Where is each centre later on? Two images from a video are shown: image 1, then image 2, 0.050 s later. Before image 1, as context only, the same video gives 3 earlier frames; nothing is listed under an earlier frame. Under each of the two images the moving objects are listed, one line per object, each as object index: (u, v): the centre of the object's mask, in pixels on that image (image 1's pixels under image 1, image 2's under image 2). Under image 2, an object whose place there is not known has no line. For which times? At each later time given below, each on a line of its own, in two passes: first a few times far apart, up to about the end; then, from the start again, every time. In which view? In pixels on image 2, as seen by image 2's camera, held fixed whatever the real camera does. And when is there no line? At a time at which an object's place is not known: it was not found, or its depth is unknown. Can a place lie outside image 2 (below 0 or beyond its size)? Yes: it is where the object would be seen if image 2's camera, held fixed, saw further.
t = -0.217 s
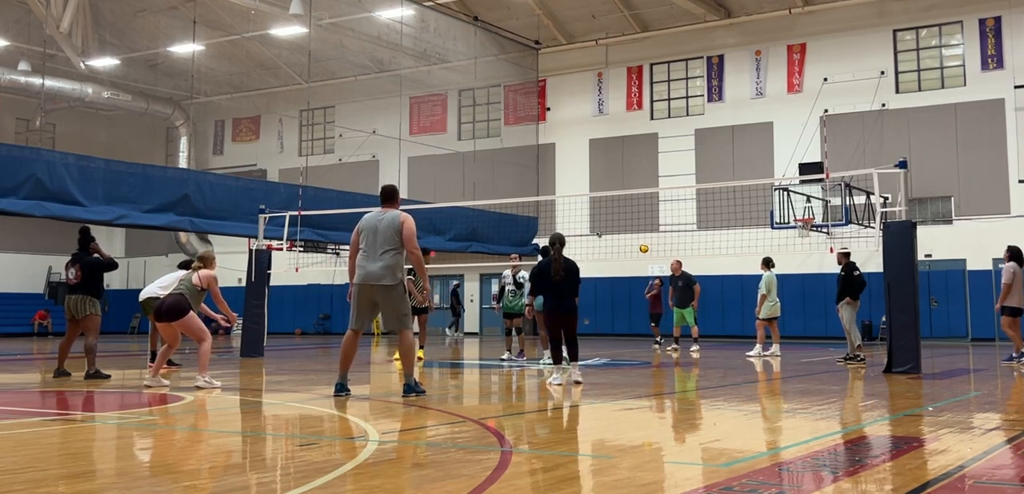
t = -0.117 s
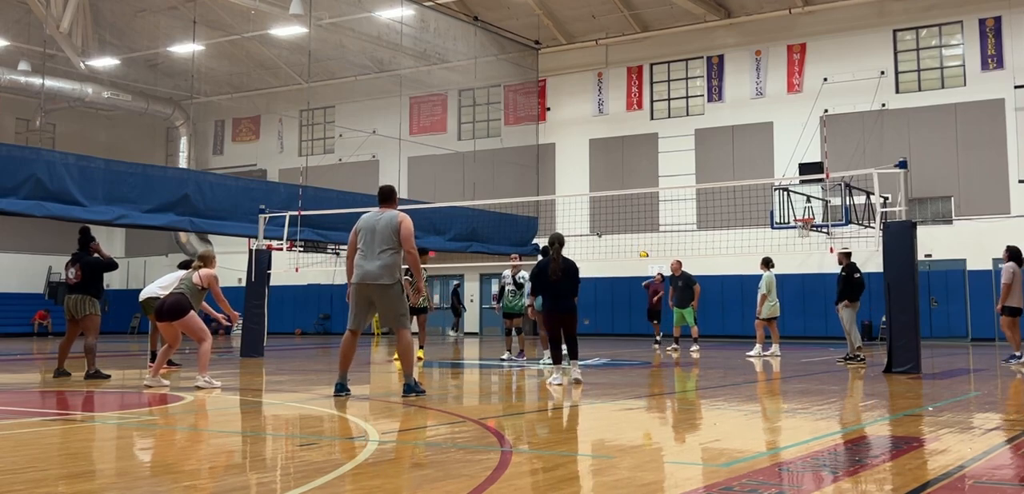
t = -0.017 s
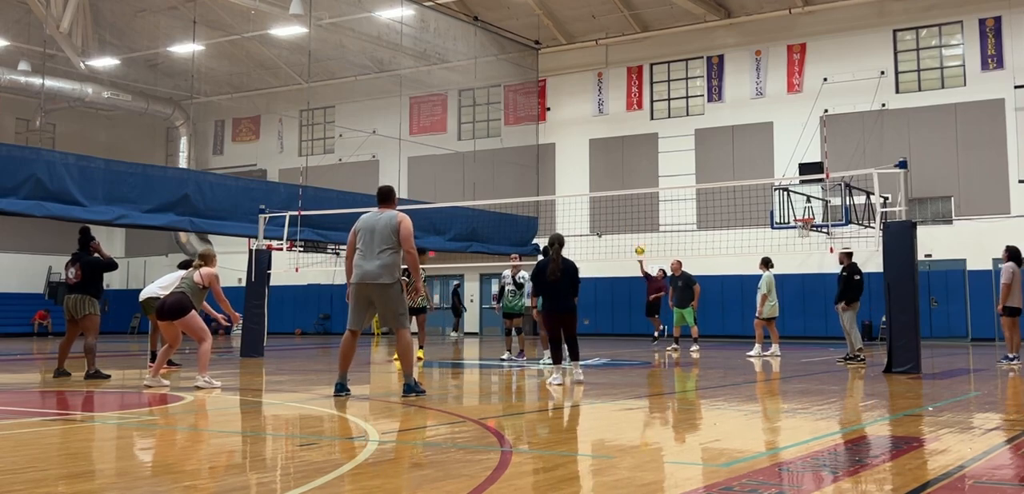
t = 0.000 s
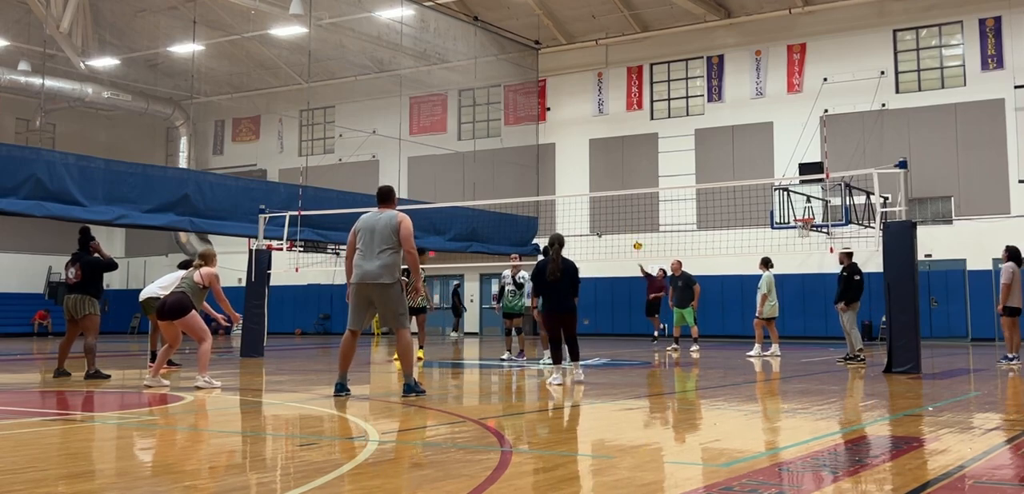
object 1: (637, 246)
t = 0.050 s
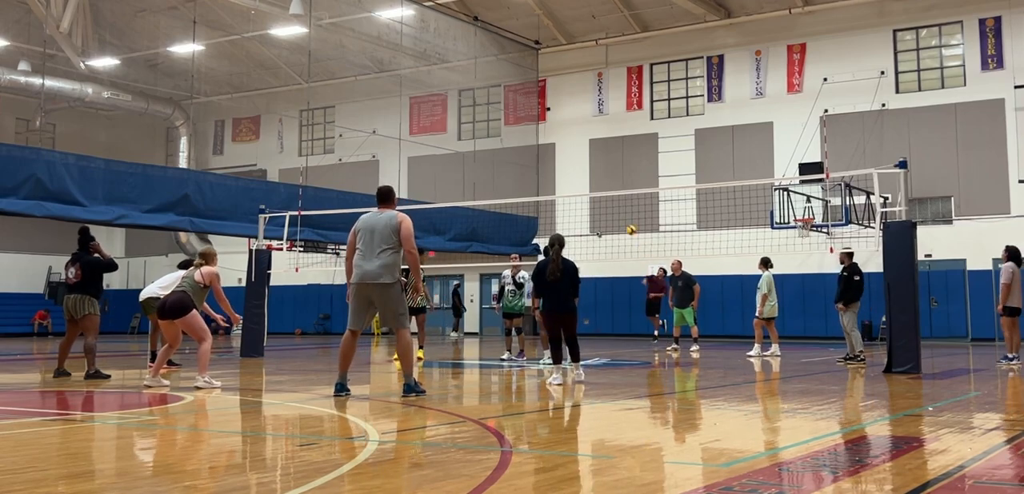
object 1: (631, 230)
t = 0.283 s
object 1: (597, 171)
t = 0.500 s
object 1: (560, 132)
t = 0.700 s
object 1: (518, 116)
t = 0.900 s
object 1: (466, 127)
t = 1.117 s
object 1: (399, 179)
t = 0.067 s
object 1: (629, 225)
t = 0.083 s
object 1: (627, 220)
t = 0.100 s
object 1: (625, 216)
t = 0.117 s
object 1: (622, 212)
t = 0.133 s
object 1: (620, 207)
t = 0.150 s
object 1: (618, 202)
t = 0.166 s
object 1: (615, 198)
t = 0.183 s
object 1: (612, 195)
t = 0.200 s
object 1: (610, 188)
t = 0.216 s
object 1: (607, 186)
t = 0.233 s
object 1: (605, 182)
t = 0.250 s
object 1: (603, 178)
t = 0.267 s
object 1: (600, 174)
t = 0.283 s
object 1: (597, 171)
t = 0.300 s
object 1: (595, 167)
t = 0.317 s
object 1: (592, 164)
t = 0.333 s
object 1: (590, 160)
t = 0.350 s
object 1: (587, 157)
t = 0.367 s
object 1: (584, 154)
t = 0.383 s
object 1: (581, 151)
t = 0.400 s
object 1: (578, 147)
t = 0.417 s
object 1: (575, 145)
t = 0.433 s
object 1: (572, 142)
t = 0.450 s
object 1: (569, 140)
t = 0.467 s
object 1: (566, 137)
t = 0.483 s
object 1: (563, 134)
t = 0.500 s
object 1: (560, 132)
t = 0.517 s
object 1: (557, 130)
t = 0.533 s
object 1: (554, 128)
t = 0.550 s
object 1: (550, 127)
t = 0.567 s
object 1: (547, 124)
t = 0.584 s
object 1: (543, 123)
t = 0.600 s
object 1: (540, 121)
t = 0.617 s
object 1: (536, 120)
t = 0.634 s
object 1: (533, 119)
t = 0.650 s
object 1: (530, 118)
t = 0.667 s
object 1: (526, 117)
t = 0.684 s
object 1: (522, 117)
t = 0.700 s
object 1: (518, 116)
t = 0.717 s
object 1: (514, 116)
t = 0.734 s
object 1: (509, 115)
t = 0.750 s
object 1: (505, 116)
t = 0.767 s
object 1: (502, 116)
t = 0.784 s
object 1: (498, 116)
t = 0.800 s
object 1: (493, 117)
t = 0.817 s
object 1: (489, 118)
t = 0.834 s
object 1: (484, 119)
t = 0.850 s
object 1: (480, 120)
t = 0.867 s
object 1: (476, 122)
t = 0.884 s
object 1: (471, 124)
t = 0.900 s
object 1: (466, 127)
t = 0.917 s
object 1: (462, 130)
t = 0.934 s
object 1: (457, 132)
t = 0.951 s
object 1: (452, 135)
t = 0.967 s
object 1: (447, 138)
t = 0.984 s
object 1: (442, 141)
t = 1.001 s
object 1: (437, 145)
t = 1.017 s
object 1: (432, 149)
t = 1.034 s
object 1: (427, 154)
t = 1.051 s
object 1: (421, 158)
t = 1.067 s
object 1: (415, 163)
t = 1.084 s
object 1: (410, 167)
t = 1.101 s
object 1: (404, 173)
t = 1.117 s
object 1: (399, 179)
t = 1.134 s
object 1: (393, 185)
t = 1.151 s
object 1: (387, 192)
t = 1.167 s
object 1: (380, 198)
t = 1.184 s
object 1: (374, 206)
